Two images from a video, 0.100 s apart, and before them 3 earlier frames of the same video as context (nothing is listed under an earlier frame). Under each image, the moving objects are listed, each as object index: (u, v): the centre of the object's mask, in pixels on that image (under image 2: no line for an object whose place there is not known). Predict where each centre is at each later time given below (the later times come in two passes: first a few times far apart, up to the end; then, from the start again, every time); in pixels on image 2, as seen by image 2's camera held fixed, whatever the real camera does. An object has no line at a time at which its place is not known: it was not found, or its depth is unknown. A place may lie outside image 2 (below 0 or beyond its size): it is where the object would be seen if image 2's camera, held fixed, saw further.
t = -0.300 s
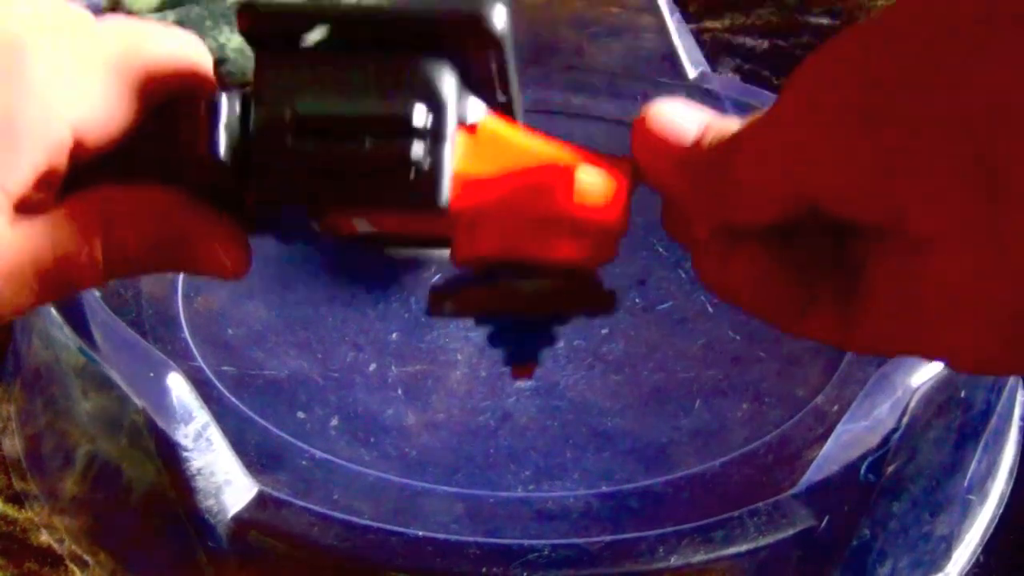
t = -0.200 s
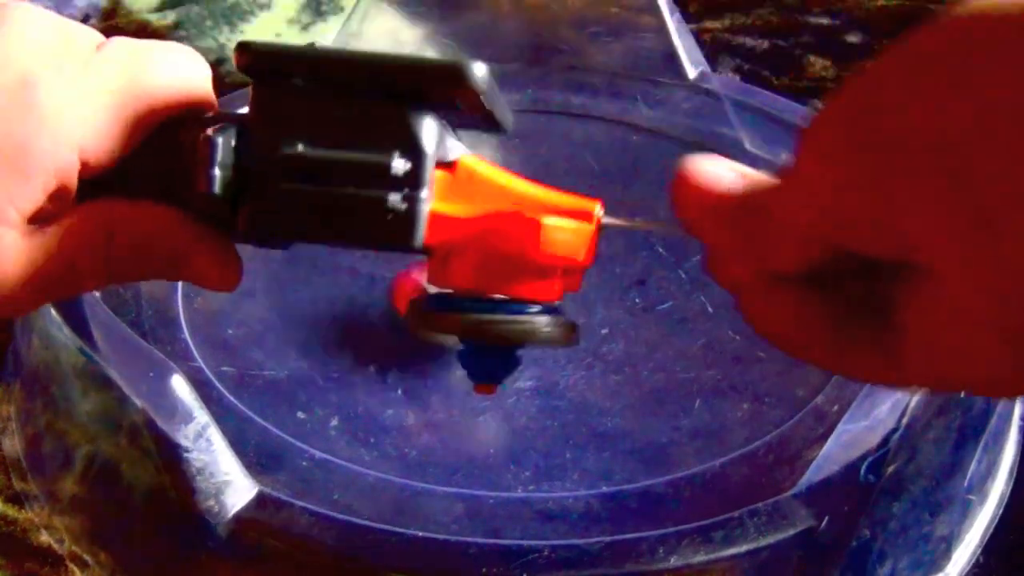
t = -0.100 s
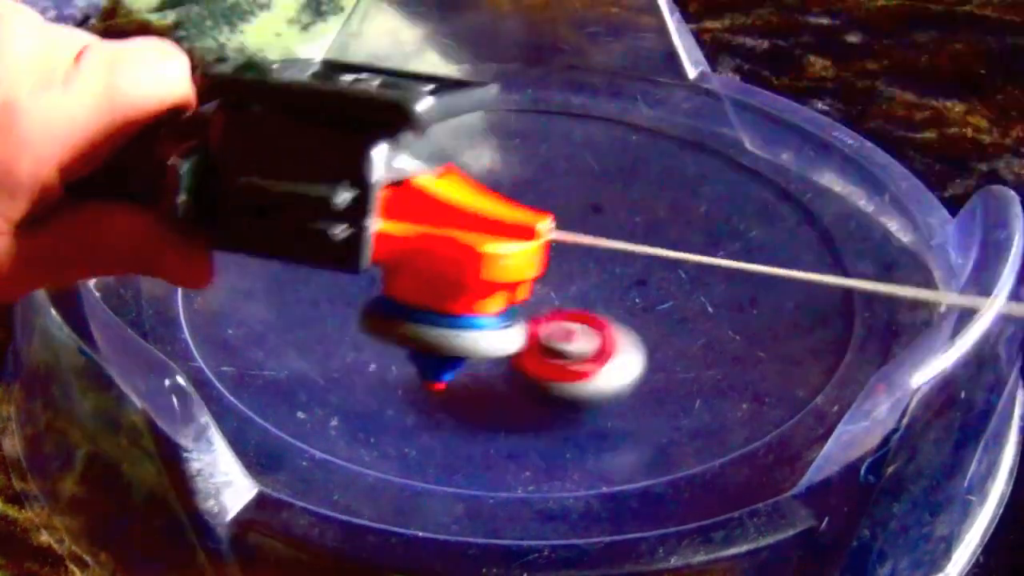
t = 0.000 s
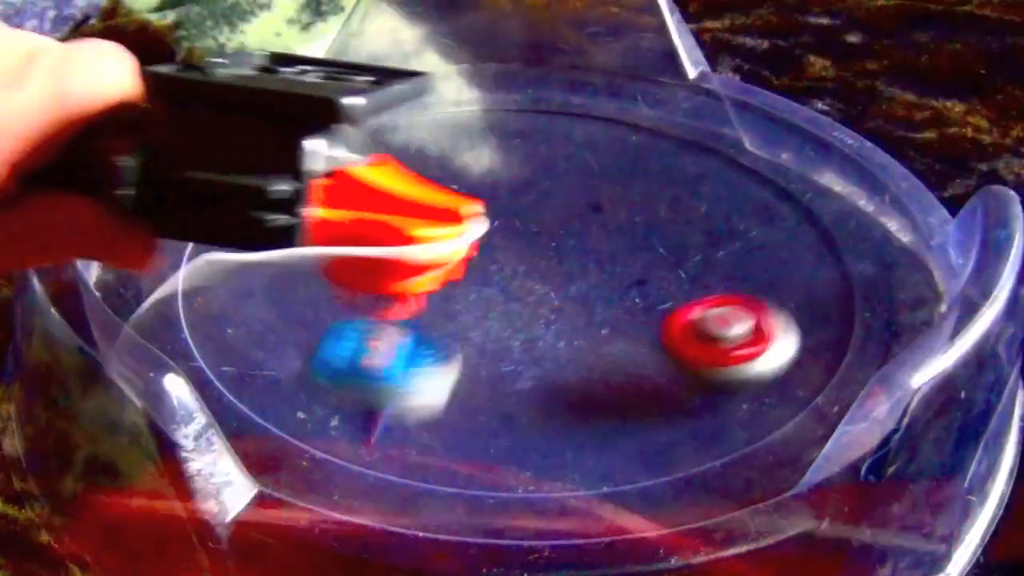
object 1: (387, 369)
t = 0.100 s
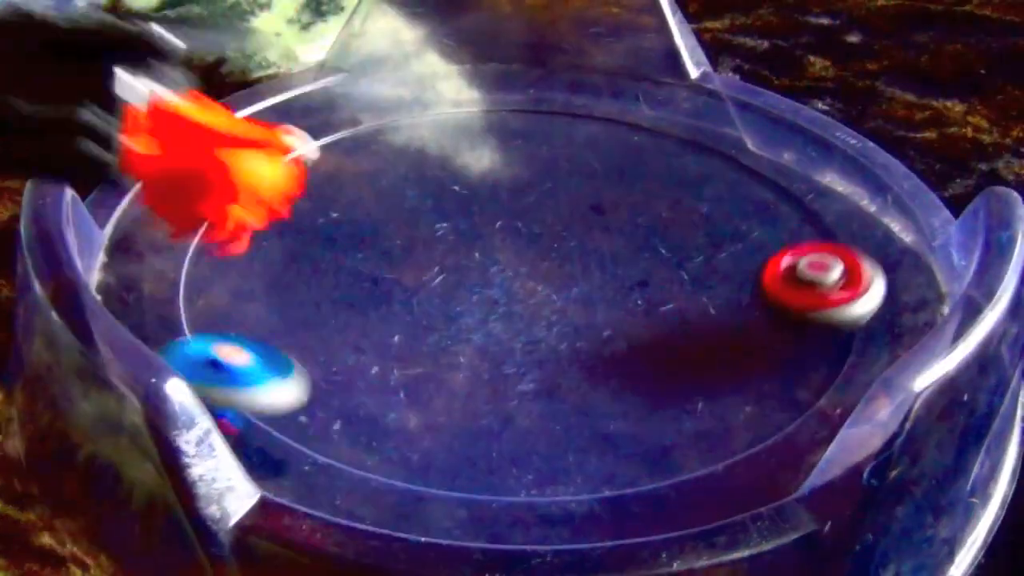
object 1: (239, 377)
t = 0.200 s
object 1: (160, 296)
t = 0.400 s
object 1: (133, 190)
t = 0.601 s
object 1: (129, 187)
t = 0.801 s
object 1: (131, 184)
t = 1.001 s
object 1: (152, 156)
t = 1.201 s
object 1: (171, 137)
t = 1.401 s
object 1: (192, 120)
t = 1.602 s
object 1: (226, 103)
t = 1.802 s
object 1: (274, 107)
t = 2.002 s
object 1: (385, 204)
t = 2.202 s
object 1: (643, 137)
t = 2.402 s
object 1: (548, 61)
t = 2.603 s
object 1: (459, 136)
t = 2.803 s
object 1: (281, 323)
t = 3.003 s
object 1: (867, 299)
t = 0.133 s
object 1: (207, 350)
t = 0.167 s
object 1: (177, 321)
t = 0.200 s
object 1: (160, 296)
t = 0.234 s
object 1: (152, 271)
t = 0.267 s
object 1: (153, 248)
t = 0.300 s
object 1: (156, 229)
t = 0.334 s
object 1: (152, 215)
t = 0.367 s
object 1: (146, 202)
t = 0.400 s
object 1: (133, 190)
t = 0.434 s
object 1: (128, 184)
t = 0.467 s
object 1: (129, 184)
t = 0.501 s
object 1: (129, 185)
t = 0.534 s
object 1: (130, 188)
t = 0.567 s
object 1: (131, 188)
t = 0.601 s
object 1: (129, 187)
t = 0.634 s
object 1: (129, 187)
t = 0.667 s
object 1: (129, 186)
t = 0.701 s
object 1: (130, 186)
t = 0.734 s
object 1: (130, 186)
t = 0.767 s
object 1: (130, 185)
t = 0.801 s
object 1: (131, 184)
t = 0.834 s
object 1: (132, 182)
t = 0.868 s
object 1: (134, 177)
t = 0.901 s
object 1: (139, 172)
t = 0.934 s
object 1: (142, 166)
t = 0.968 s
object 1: (148, 161)
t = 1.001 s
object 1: (152, 156)
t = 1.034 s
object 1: (156, 152)
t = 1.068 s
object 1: (159, 148)
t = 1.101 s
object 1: (162, 145)
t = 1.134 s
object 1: (165, 143)
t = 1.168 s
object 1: (168, 140)
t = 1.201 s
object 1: (171, 137)
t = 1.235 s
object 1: (174, 135)
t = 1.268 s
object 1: (177, 132)
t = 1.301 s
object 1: (181, 130)
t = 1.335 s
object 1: (185, 126)
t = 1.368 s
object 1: (189, 123)
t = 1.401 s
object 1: (192, 120)
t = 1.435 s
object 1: (197, 118)
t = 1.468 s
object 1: (201, 114)
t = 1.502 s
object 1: (208, 110)
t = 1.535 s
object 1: (213, 107)
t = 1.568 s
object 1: (218, 105)
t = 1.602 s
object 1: (226, 103)
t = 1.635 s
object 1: (235, 101)
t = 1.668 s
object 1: (243, 100)
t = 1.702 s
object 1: (252, 99)
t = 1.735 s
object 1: (259, 101)
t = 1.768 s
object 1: (265, 104)
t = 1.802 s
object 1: (274, 107)
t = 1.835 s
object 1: (286, 113)
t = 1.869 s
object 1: (298, 122)
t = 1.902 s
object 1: (309, 140)
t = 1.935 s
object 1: (329, 156)
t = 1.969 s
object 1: (353, 179)
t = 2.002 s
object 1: (385, 204)
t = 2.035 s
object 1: (433, 220)
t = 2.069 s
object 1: (488, 224)
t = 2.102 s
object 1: (540, 217)
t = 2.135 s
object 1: (587, 198)
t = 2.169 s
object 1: (622, 171)
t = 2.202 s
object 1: (643, 137)
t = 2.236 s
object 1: (651, 102)
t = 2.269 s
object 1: (636, 65)
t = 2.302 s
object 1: (612, 55)
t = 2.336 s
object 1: (581, 67)
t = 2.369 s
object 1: (564, 60)
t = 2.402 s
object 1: (548, 61)
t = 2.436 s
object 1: (534, 60)
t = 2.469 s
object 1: (521, 63)
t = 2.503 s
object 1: (509, 70)
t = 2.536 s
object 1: (496, 82)
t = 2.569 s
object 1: (478, 104)
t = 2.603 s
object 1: (459, 136)
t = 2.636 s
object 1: (443, 177)
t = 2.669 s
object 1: (385, 199)
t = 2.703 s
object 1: (320, 216)
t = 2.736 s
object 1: (277, 241)
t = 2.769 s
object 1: (261, 277)
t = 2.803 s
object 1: (281, 323)
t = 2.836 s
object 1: (347, 368)
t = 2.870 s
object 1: (451, 406)
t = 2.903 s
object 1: (581, 417)
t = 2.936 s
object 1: (707, 401)
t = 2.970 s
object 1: (810, 363)
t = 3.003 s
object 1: (867, 299)
